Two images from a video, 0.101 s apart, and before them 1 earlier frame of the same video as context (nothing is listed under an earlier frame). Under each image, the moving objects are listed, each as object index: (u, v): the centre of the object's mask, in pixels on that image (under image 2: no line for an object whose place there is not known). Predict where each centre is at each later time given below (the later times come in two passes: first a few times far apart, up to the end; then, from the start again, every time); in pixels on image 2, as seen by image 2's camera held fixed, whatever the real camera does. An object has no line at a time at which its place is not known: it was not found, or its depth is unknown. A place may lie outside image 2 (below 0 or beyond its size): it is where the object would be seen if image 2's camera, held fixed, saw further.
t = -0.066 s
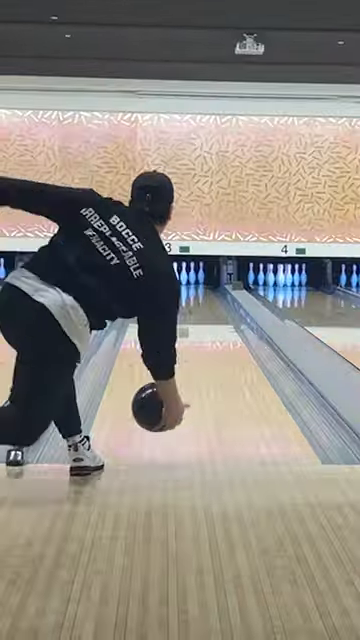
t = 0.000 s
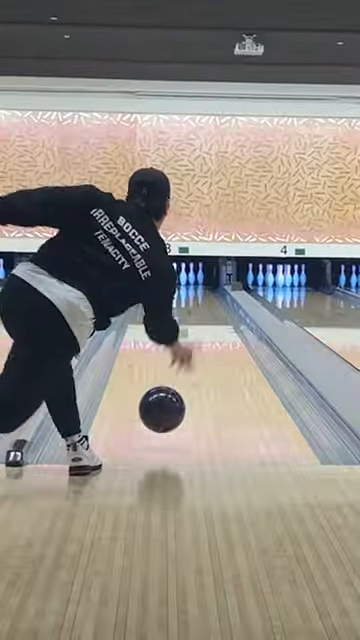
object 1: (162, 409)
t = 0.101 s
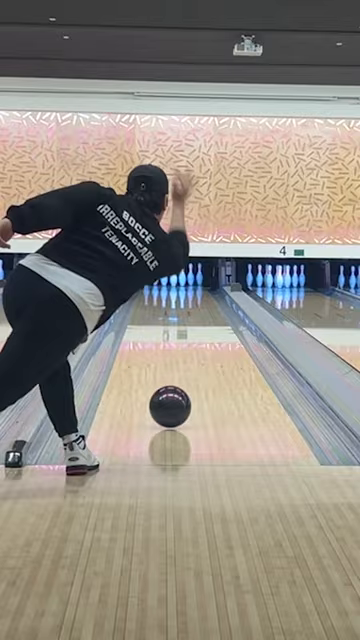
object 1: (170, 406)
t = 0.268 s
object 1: (181, 382)
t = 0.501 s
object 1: (192, 357)
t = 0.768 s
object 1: (199, 336)
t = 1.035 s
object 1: (203, 322)
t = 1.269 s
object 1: (204, 312)
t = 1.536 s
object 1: (204, 303)
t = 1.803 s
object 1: (202, 295)
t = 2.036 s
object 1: (199, 290)
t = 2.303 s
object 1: (190, 285)
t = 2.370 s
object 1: (188, 284)
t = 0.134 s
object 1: (172, 401)
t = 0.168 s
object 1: (175, 396)
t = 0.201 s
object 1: (177, 391)
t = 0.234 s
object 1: (180, 386)
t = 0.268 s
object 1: (181, 382)
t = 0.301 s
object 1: (183, 378)
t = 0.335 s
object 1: (185, 374)
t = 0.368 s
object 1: (187, 370)
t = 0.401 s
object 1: (188, 367)
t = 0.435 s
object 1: (190, 363)
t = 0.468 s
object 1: (191, 360)
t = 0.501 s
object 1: (192, 357)
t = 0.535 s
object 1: (193, 354)
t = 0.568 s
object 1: (194, 351)
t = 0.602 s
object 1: (195, 348)
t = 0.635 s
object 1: (196, 346)
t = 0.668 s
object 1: (197, 343)
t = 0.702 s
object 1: (198, 341)
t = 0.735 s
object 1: (198, 338)
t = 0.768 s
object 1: (199, 336)
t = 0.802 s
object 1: (200, 334)
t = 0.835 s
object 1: (201, 332)
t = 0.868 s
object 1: (201, 330)
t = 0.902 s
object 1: (202, 328)
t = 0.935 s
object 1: (202, 327)
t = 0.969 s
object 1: (202, 325)
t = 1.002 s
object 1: (203, 323)
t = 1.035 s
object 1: (203, 322)
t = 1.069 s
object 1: (203, 321)
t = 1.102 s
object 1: (203, 319)
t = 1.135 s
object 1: (204, 317)
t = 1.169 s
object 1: (204, 316)
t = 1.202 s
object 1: (204, 315)
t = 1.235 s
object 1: (204, 313)
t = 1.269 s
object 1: (204, 312)
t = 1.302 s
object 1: (204, 311)
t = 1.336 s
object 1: (204, 310)
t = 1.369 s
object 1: (204, 308)
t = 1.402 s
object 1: (204, 307)
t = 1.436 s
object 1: (204, 306)
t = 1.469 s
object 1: (204, 305)
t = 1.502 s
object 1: (204, 304)
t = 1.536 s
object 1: (204, 303)
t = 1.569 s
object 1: (204, 302)
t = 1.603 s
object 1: (203, 301)
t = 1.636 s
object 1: (204, 300)
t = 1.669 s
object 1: (203, 299)
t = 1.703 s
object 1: (203, 298)
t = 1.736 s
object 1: (203, 297)
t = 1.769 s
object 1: (202, 296)
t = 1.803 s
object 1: (202, 295)
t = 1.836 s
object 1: (202, 294)
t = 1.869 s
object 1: (202, 293)
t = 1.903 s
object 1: (201, 293)
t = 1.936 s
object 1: (200, 292)
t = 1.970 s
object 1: (200, 291)
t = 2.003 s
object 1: (200, 291)
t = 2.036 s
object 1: (199, 290)
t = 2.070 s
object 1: (198, 290)
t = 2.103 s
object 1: (197, 289)
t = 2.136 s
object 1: (196, 288)
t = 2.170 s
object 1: (195, 288)
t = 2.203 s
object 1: (194, 287)
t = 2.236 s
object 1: (193, 287)
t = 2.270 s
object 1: (192, 286)
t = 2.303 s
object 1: (190, 285)
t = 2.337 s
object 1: (190, 285)
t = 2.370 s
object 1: (188, 284)
